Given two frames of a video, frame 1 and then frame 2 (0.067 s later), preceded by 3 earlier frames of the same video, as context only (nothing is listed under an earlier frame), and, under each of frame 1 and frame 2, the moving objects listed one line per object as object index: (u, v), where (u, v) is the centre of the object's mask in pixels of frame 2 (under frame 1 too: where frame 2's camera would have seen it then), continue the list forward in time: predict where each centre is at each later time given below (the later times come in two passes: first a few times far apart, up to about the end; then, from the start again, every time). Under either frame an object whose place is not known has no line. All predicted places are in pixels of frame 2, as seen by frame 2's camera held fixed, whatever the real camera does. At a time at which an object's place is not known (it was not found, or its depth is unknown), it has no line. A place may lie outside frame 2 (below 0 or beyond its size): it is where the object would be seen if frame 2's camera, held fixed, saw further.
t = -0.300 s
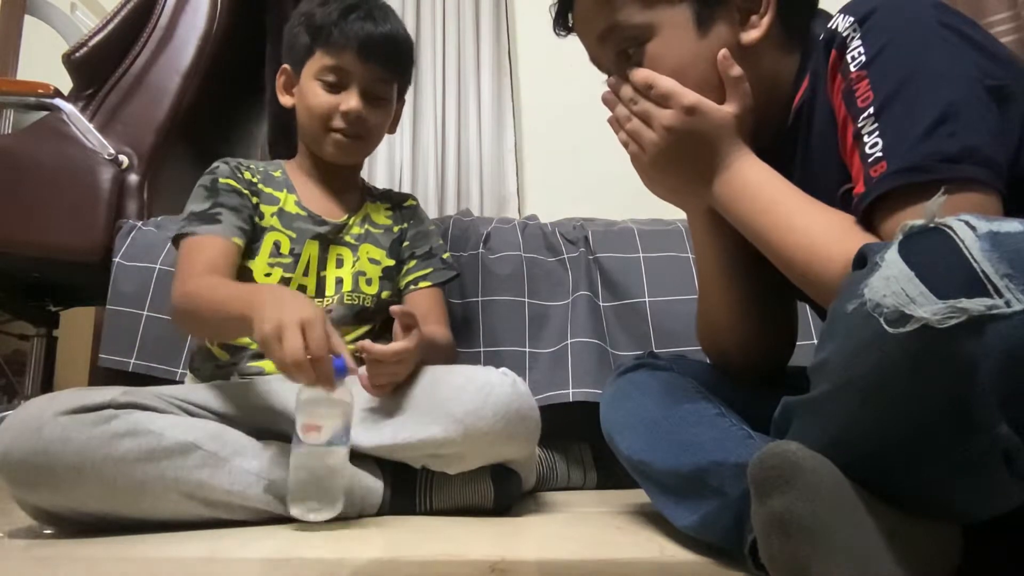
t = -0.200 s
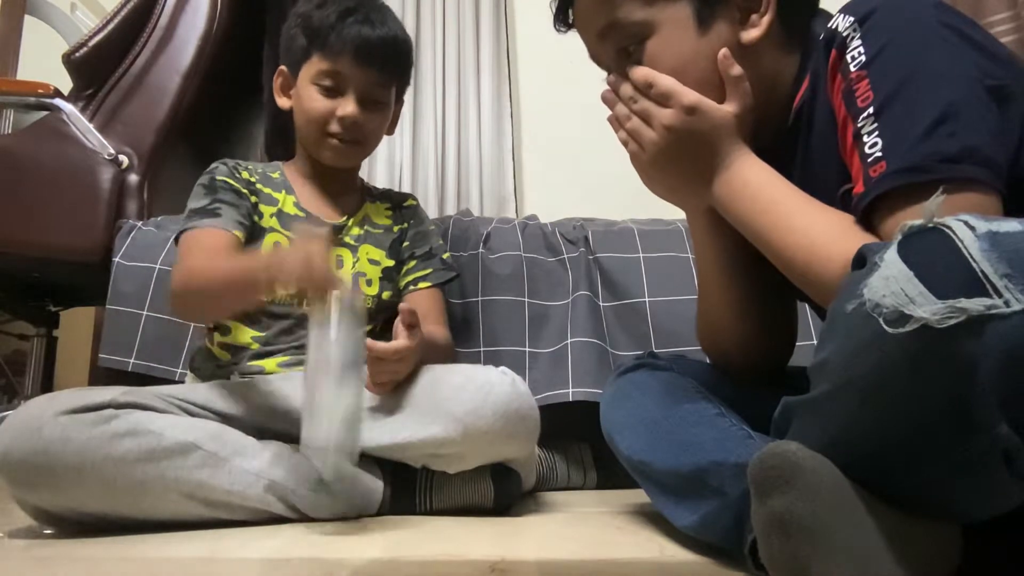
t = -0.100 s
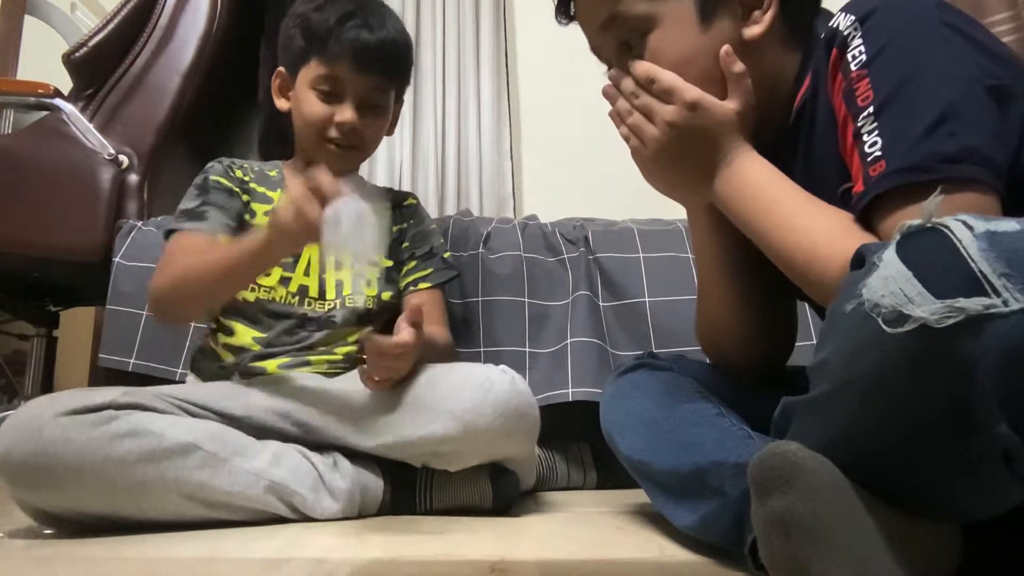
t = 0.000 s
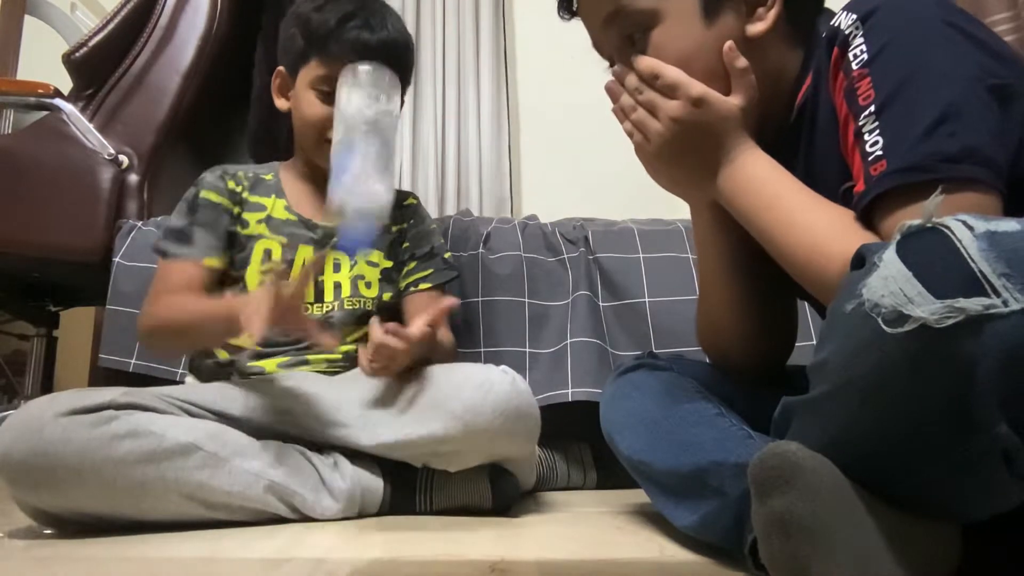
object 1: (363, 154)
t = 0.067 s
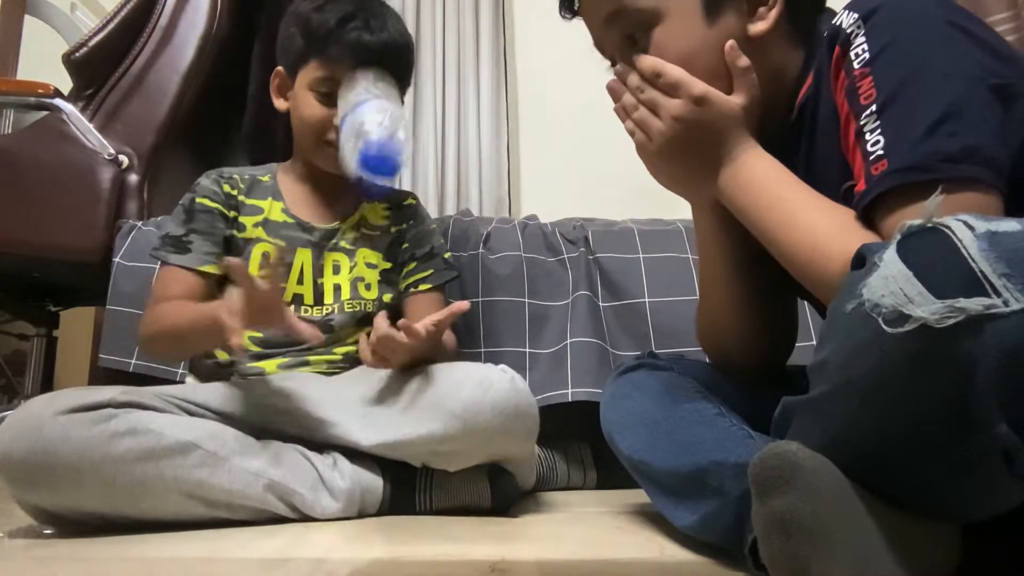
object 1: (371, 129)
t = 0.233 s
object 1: (393, 328)
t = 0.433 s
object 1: (400, 537)
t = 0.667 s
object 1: (411, 537)
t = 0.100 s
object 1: (376, 141)
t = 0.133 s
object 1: (377, 172)
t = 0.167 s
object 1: (385, 210)
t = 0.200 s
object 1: (385, 271)
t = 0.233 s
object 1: (393, 328)
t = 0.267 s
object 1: (390, 426)
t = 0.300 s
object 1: (391, 498)
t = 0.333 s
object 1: (395, 533)
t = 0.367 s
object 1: (398, 537)
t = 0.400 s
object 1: (399, 537)
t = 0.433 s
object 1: (400, 537)
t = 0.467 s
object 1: (401, 538)
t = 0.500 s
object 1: (405, 537)
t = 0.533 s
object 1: (407, 537)
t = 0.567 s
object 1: (407, 537)
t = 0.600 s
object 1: (408, 537)
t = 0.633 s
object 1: (409, 537)
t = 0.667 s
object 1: (411, 537)
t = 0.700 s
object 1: (413, 537)
